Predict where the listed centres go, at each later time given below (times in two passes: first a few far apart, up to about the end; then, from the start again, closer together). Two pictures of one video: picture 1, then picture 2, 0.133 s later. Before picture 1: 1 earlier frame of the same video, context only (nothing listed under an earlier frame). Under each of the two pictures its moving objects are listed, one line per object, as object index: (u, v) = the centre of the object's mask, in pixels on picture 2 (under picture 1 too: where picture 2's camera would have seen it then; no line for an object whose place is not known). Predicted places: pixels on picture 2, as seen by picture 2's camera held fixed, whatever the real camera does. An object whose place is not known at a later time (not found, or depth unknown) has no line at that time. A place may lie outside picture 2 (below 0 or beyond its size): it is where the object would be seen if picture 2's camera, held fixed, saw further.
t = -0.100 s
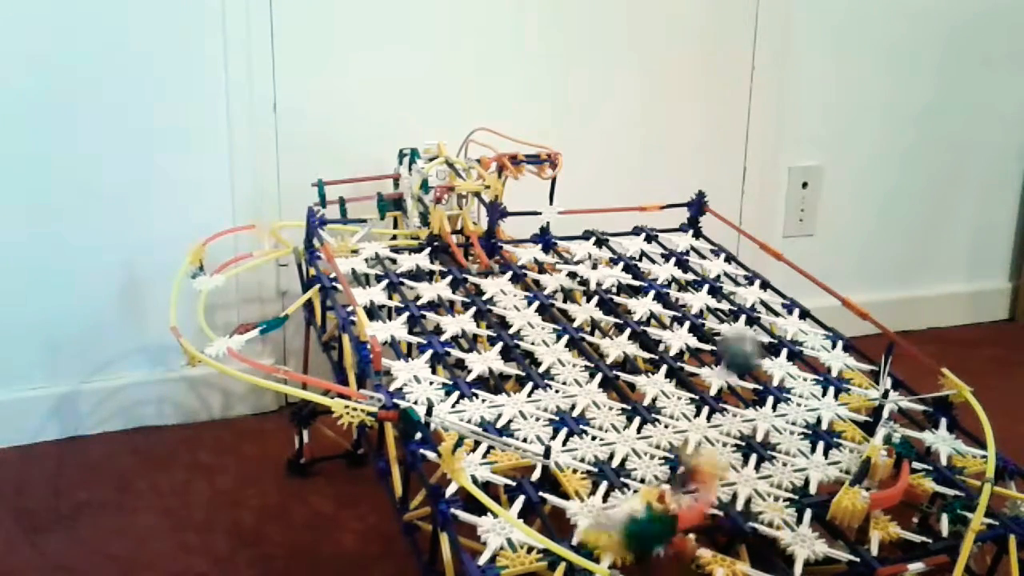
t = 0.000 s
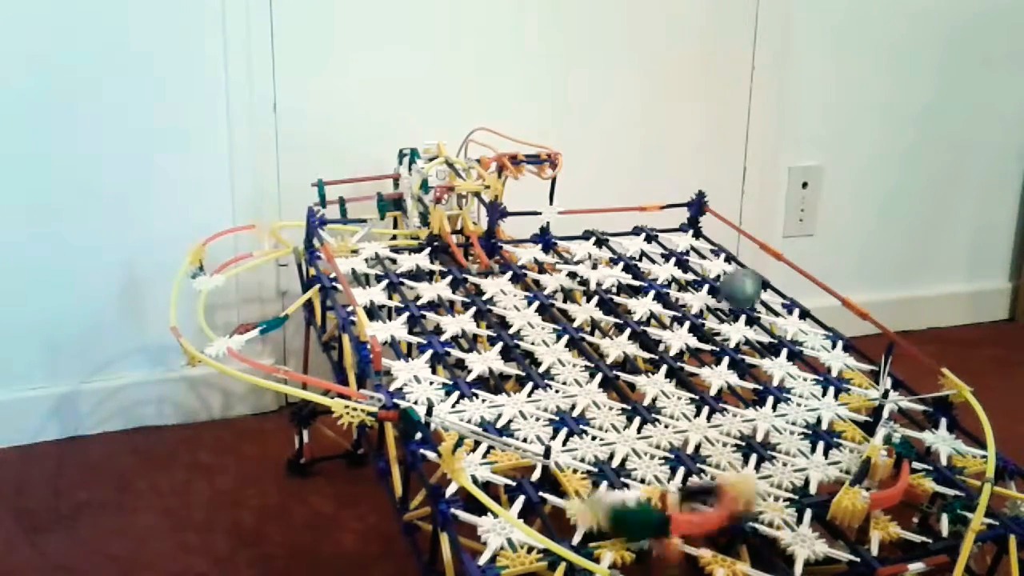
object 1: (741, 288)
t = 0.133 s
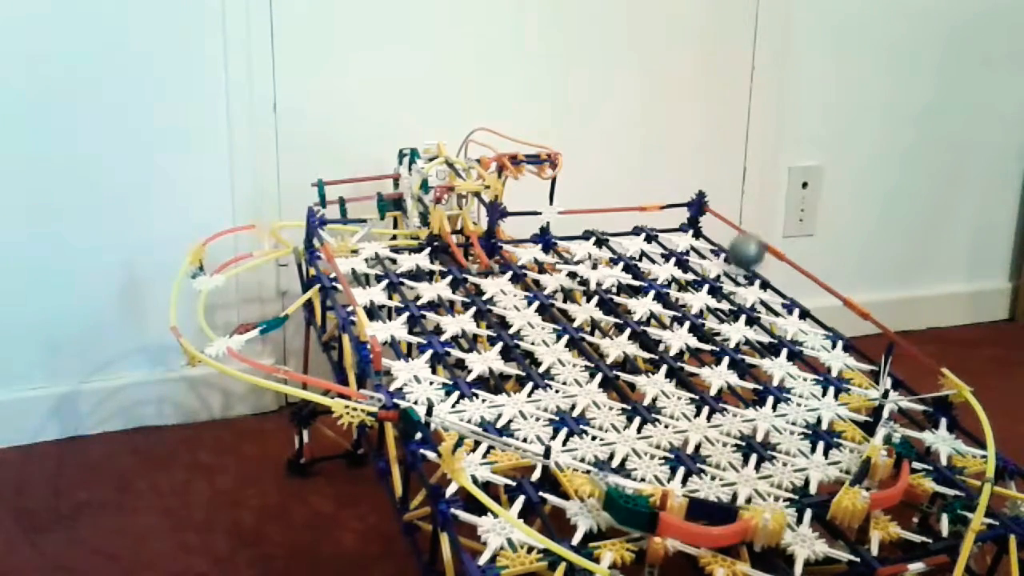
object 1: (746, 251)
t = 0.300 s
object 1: (712, 240)
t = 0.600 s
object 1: (733, 249)
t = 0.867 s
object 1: (785, 290)
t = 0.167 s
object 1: (738, 248)
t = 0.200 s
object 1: (729, 245)
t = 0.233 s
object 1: (721, 243)
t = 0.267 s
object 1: (715, 241)
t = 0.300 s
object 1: (712, 240)
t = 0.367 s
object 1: (714, 240)
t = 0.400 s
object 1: (717, 240)
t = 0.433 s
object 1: (719, 241)
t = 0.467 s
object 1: (720, 242)
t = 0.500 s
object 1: (722, 243)
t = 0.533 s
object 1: (725, 244)
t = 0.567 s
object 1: (729, 247)
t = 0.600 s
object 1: (733, 249)
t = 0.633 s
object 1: (738, 252)
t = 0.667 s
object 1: (745, 257)
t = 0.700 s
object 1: (750, 261)
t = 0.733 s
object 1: (755, 265)
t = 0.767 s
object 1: (761, 270)
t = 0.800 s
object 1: (767, 276)
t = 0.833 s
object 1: (775, 283)
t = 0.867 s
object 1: (785, 290)
